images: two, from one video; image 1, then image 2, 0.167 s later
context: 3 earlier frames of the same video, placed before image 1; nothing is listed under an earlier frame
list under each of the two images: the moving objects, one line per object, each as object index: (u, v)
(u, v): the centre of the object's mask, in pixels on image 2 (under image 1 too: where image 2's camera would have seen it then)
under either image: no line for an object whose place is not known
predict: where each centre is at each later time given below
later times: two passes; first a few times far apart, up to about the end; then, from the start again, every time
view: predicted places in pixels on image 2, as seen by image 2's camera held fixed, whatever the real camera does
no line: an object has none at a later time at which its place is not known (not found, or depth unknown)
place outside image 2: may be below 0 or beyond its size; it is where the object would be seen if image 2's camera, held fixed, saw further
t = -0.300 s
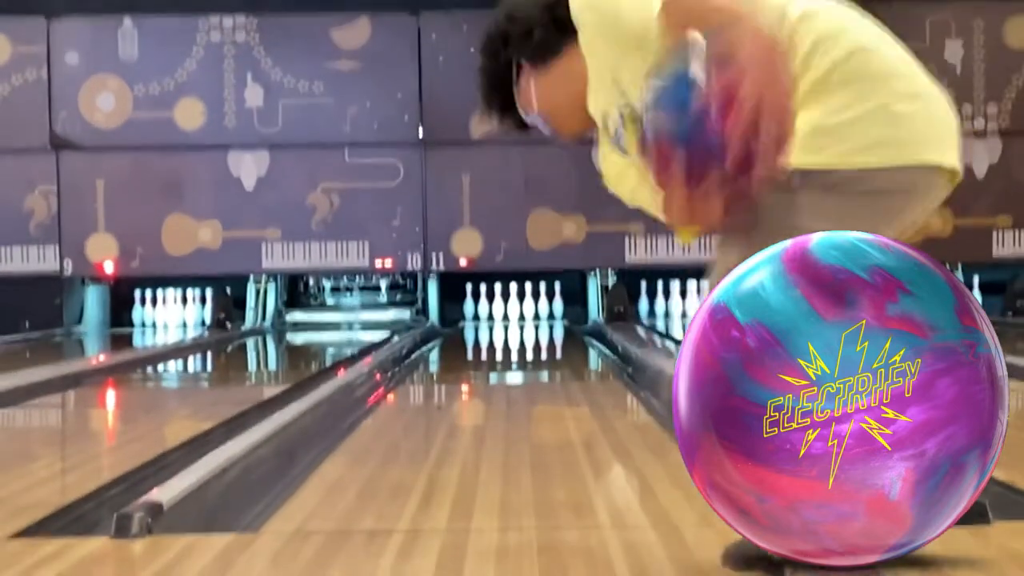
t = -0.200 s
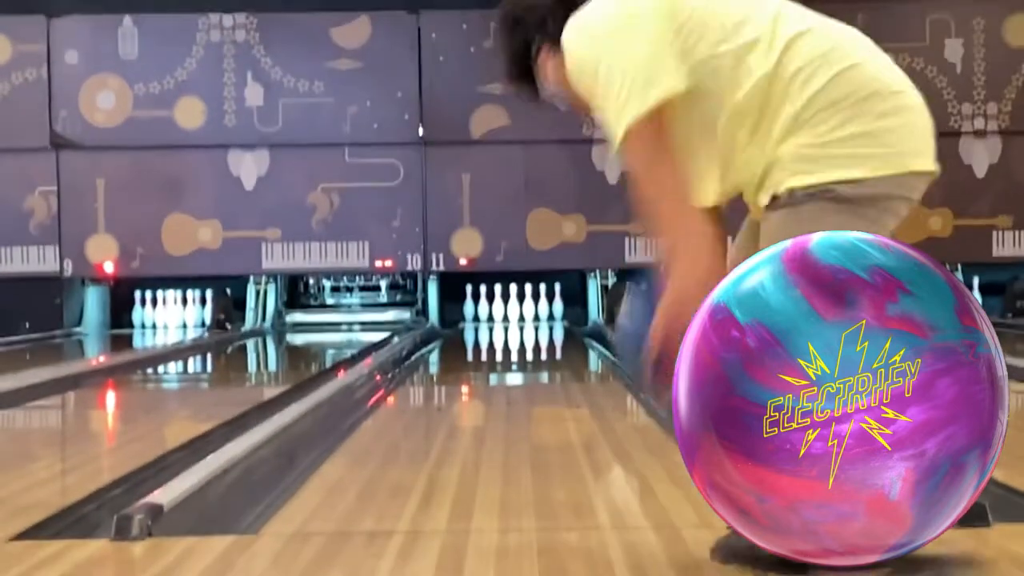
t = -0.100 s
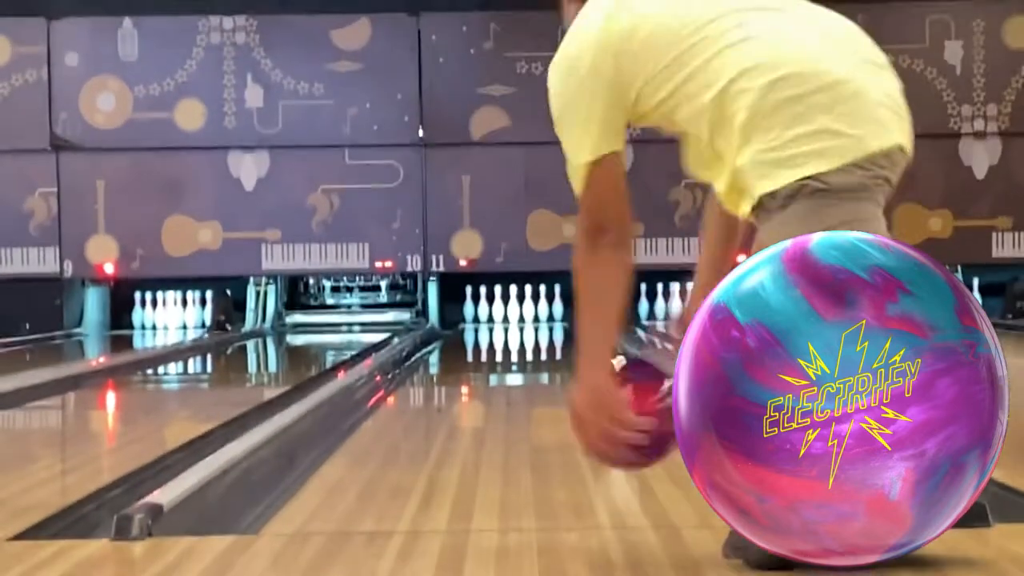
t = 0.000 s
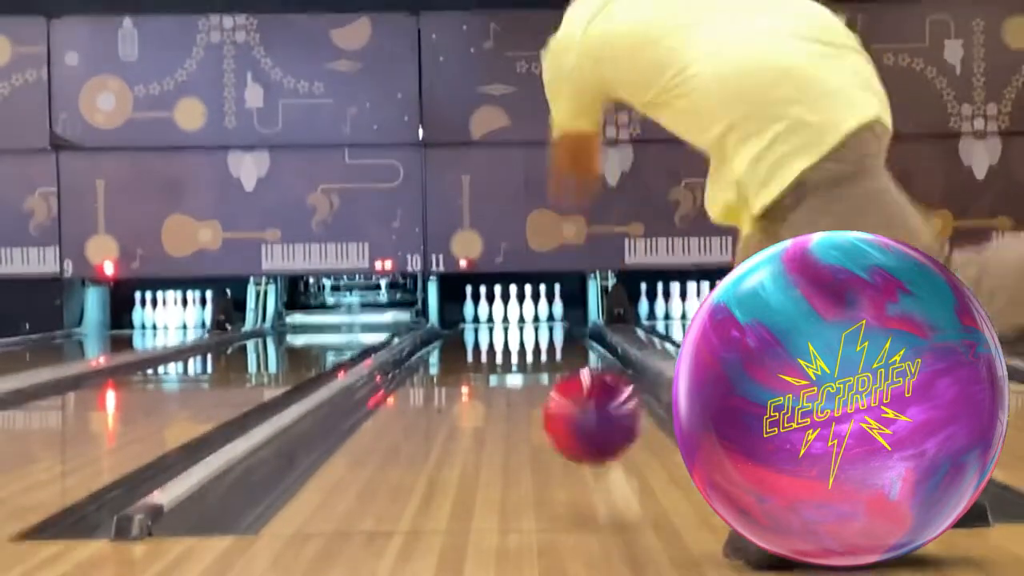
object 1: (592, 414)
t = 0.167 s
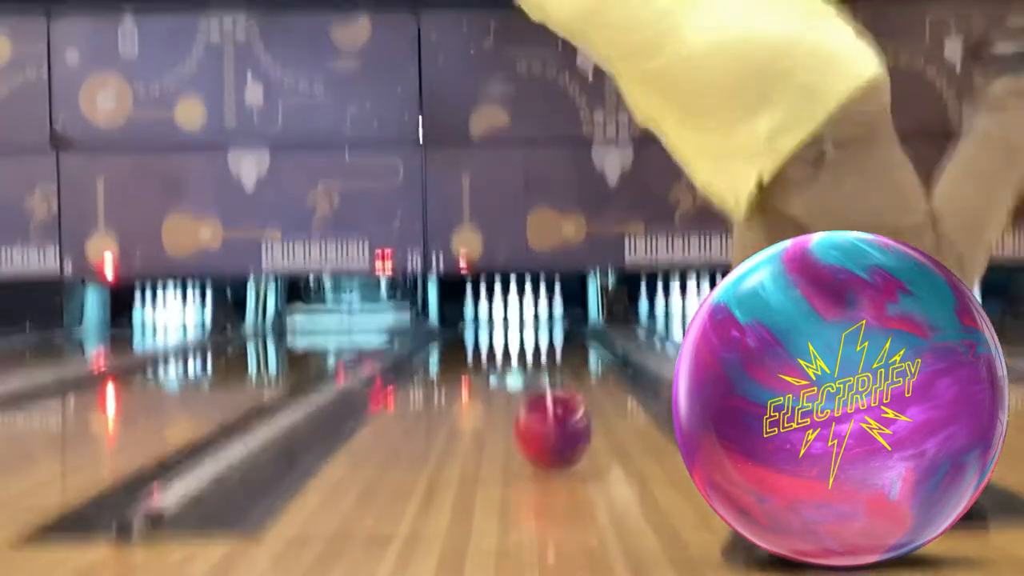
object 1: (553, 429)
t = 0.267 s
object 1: (536, 414)
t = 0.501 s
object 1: (509, 385)
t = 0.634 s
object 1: (498, 373)
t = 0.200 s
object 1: (546, 423)
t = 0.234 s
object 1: (540, 419)
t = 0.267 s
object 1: (536, 414)
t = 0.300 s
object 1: (531, 410)
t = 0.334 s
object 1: (527, 404)
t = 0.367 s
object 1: (522, 399)
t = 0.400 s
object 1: (518, 395)
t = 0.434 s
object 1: (515, 390)
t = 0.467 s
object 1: (512, 389)
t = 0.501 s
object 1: (509, 385)
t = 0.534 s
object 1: (506, 382)
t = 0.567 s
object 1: (503, 379)
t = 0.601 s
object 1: (501, 376)
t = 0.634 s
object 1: (498, 373)
